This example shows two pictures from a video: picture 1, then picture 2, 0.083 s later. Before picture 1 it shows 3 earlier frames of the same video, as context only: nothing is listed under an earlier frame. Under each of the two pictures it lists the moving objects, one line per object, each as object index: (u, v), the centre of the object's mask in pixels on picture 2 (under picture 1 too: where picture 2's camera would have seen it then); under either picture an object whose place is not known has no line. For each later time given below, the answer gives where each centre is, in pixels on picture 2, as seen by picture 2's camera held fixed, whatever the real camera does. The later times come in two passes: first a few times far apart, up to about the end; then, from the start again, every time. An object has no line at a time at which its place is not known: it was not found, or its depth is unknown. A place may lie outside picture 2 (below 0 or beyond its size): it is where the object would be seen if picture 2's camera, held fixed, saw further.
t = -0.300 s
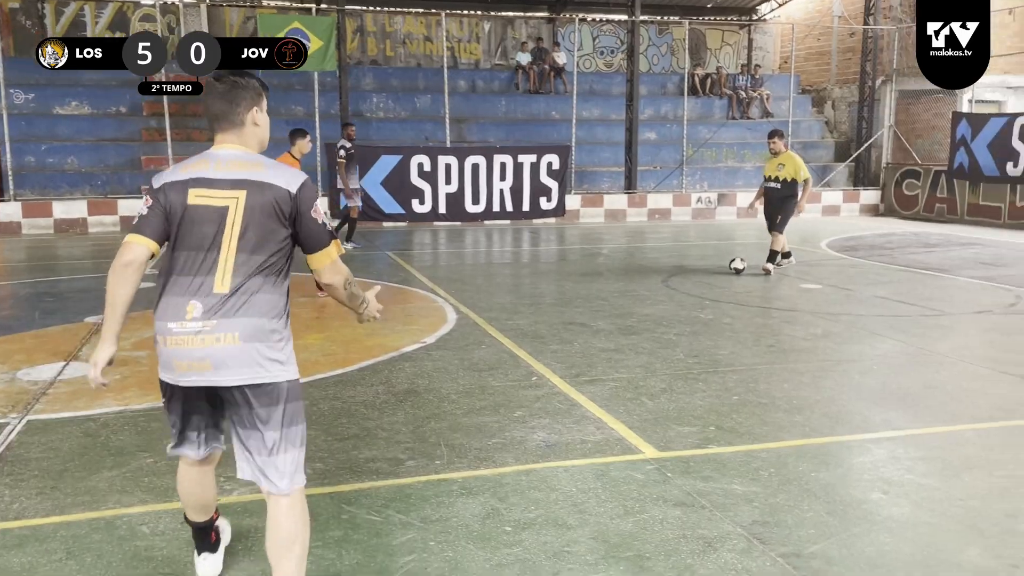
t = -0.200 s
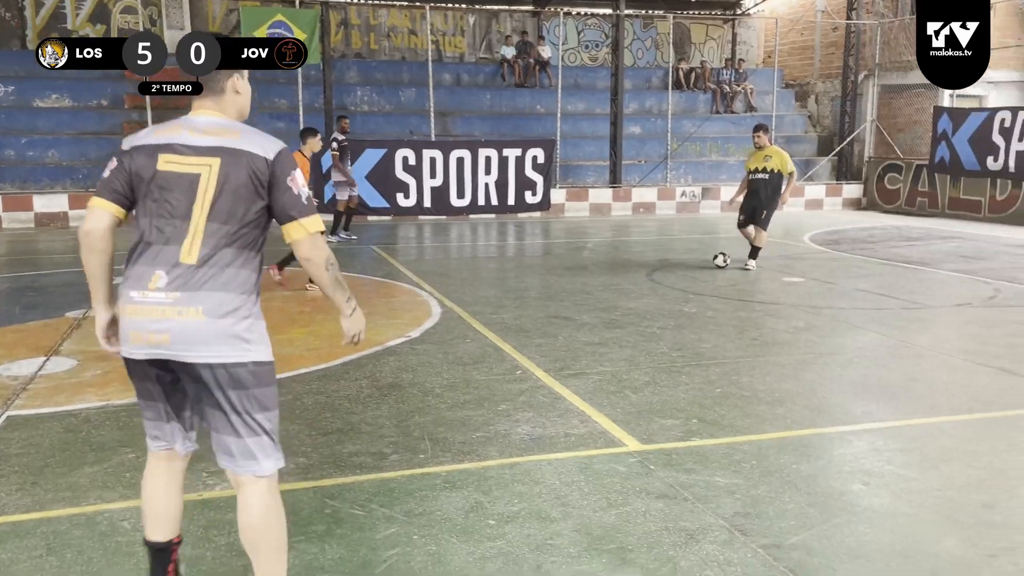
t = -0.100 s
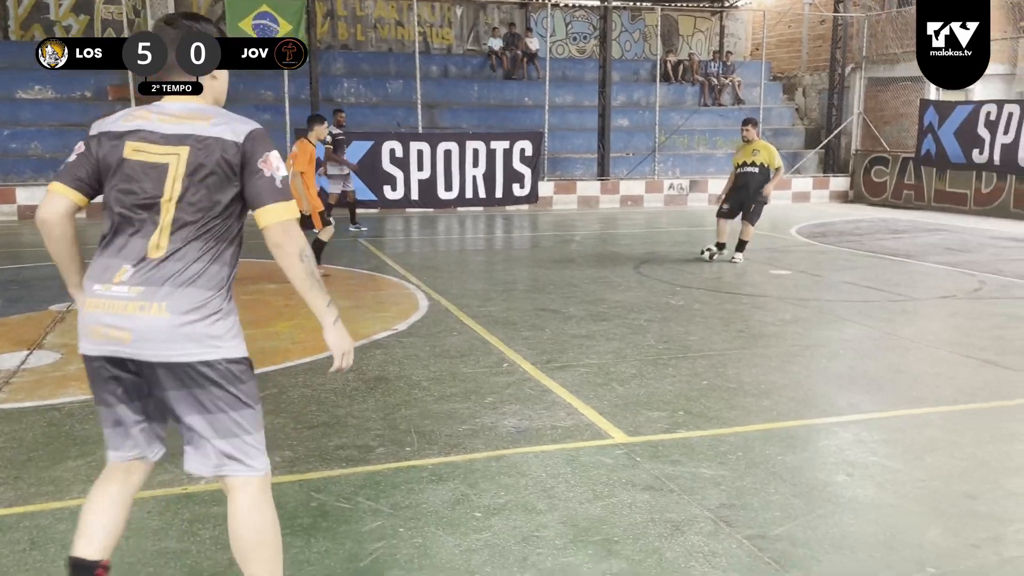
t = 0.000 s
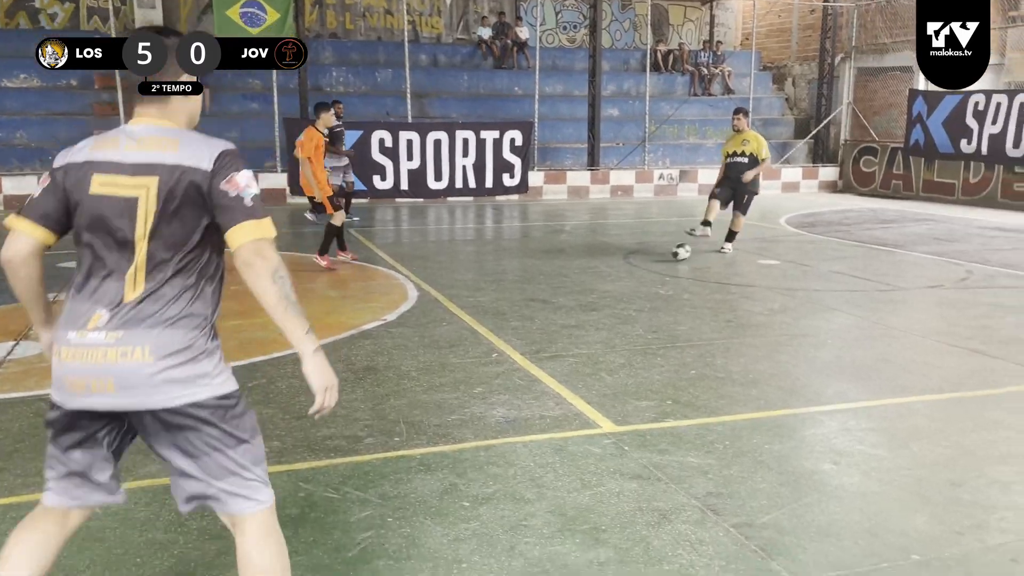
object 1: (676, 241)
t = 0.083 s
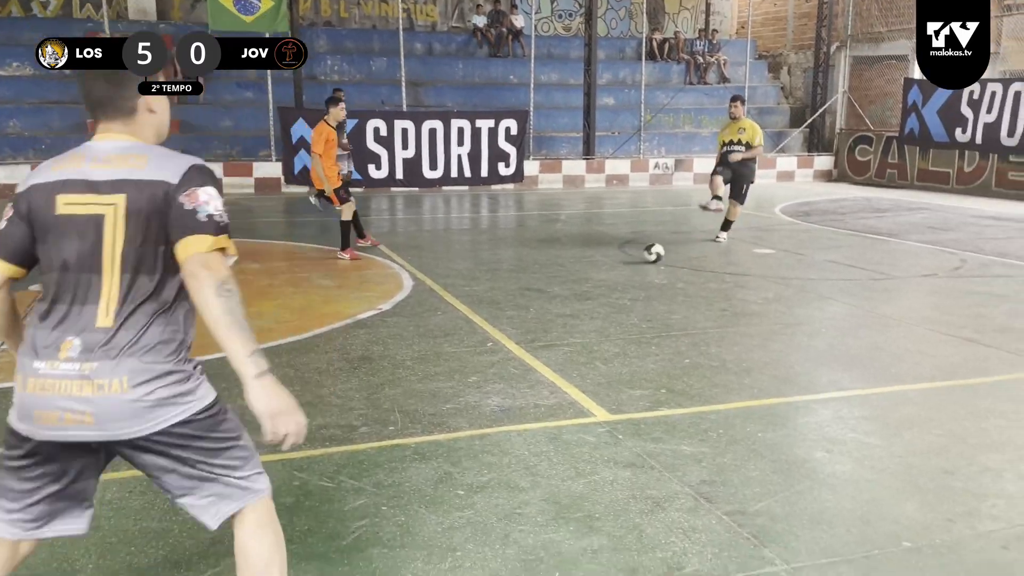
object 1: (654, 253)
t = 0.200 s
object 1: (616, 273)
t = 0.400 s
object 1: (531, 319)
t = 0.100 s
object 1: (649, 255)
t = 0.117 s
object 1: (644, 258)
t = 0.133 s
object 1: (639, 261)
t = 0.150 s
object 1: (633, 264)
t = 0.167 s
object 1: (628, 267)
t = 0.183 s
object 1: (622, 270)
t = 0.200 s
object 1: (616, 273)
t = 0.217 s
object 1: (611, 276)
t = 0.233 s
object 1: (604, 280)
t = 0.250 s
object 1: (598, 282)
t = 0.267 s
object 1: (592, 285)
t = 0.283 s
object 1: (585, 289)
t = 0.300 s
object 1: (578, 293)
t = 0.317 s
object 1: (571, 297)
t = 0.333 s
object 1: (563, 301)
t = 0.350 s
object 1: (556, 305)
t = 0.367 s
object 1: (547, 310)
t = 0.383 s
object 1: (539, 314)
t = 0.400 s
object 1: (531, 319)
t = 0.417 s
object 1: (522, 323)
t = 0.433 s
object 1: (513, 327)
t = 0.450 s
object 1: (503, 333)
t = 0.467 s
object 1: (493, 338)
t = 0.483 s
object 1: (483, 344)
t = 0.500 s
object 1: (472, 349)
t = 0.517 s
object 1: (461, 355)
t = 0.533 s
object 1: (449, 362)
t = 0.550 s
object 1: (438, 368)
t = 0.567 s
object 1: (425, 374)
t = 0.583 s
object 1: (412, 382)
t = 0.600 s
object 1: (397, 390)
